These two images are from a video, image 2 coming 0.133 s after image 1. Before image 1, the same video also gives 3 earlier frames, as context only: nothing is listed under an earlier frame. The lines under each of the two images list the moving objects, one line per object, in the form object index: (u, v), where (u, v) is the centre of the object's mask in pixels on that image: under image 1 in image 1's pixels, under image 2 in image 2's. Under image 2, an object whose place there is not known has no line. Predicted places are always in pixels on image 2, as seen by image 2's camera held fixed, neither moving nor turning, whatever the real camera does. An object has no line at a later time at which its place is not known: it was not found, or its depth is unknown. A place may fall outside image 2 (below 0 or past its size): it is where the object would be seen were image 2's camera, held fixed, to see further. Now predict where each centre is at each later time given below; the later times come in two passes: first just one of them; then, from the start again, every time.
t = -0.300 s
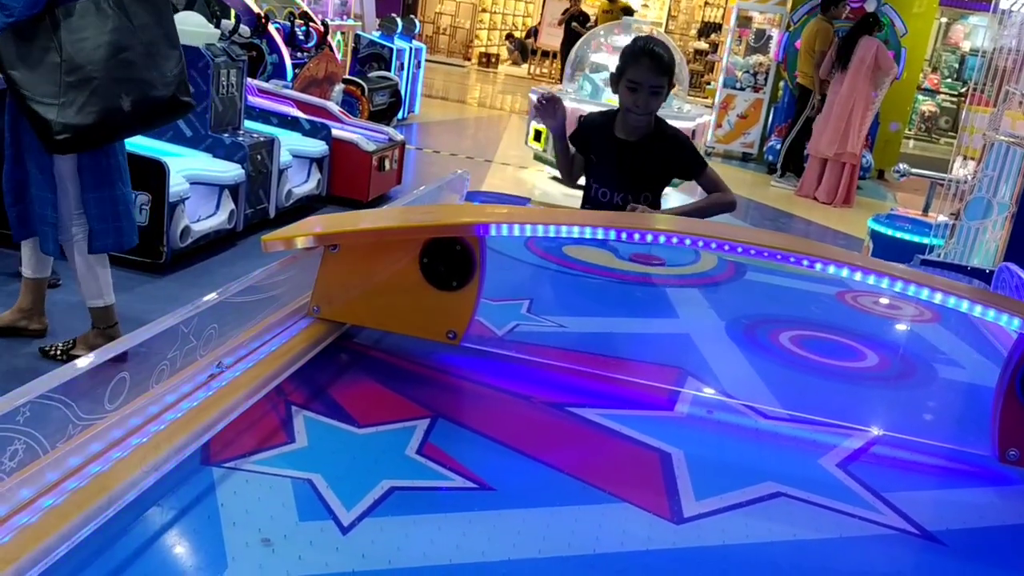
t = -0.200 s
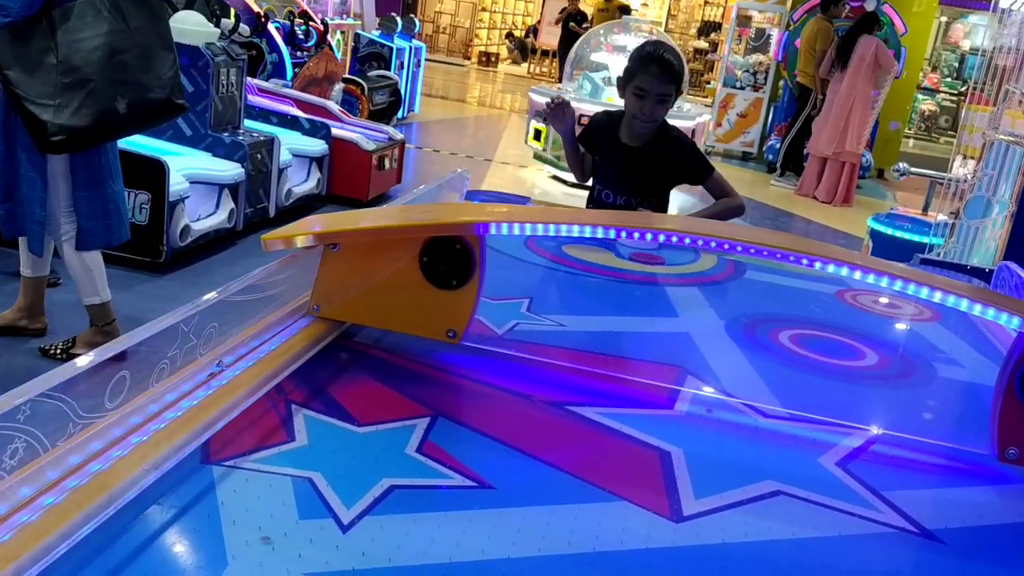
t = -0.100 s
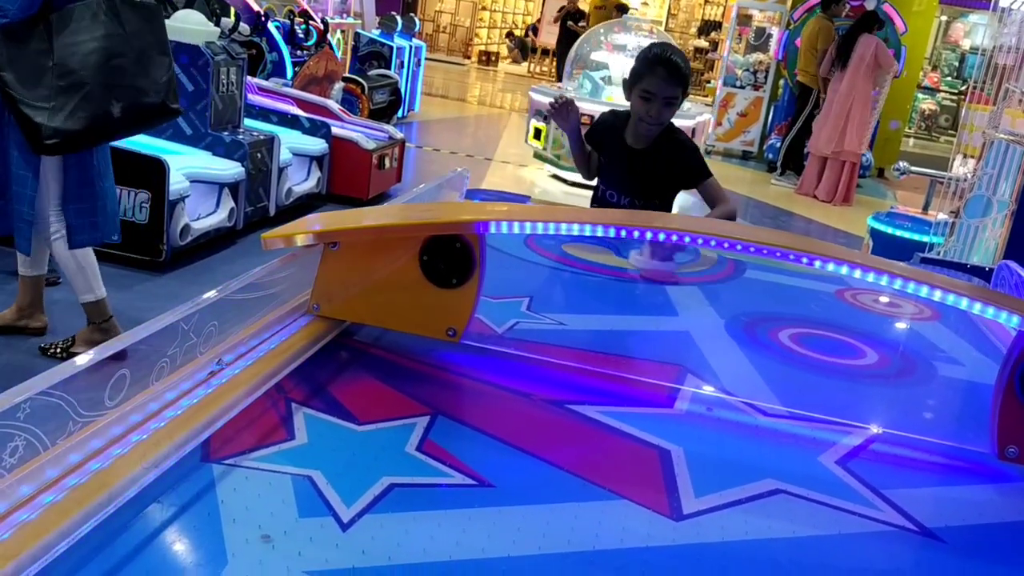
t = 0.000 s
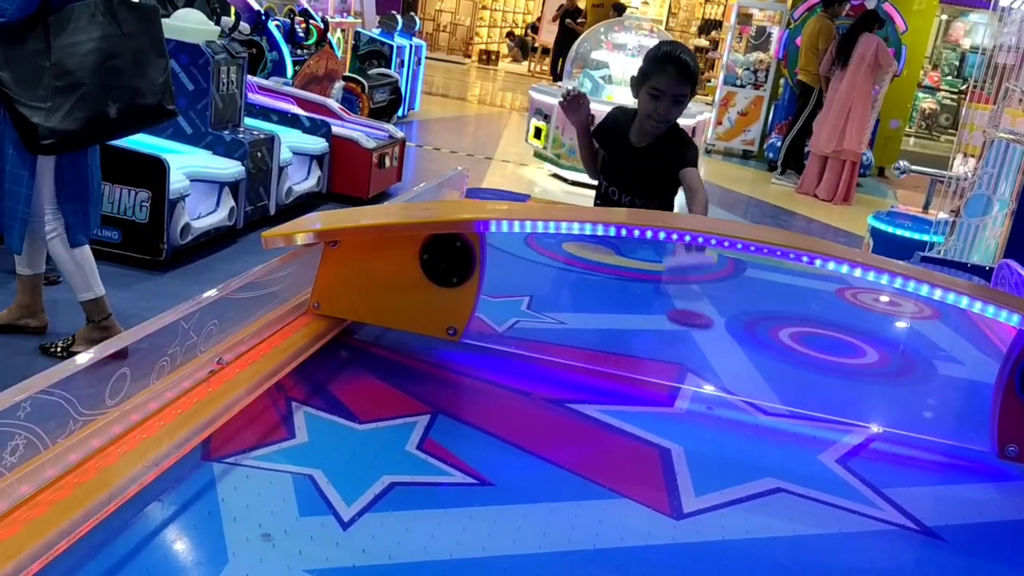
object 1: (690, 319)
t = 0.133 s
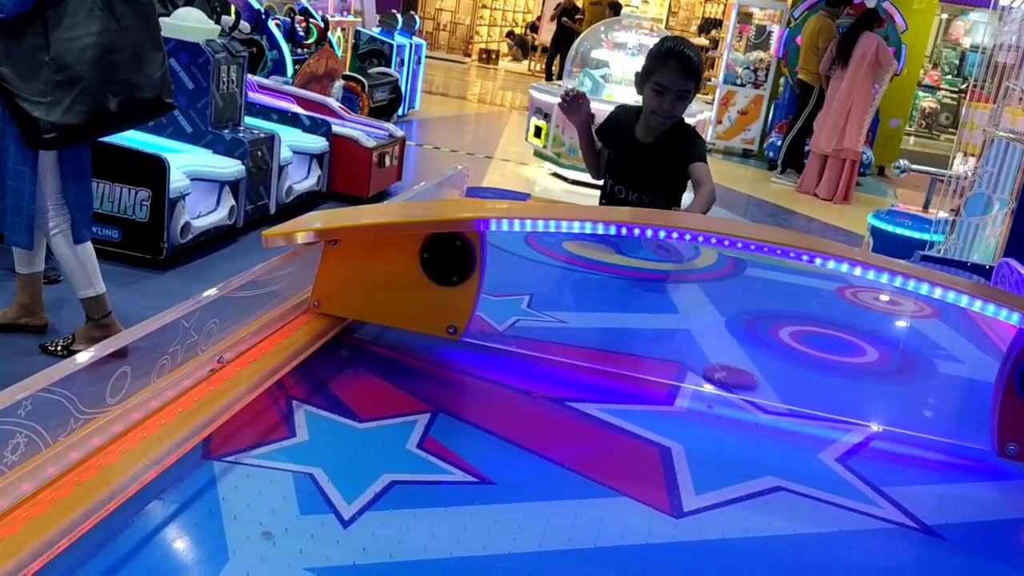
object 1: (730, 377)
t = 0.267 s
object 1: (764, 426)
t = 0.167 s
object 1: (740, 391)
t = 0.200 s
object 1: (748, 405)
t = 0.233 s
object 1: (757, 415)
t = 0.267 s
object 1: (764, 426)
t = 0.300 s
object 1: (769, 435)
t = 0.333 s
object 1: (774, 443)
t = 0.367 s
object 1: (778, 449)
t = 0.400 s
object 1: (780, 452)
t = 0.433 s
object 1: (780, 453)
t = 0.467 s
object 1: (780, 453)
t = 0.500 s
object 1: (780, 453)
